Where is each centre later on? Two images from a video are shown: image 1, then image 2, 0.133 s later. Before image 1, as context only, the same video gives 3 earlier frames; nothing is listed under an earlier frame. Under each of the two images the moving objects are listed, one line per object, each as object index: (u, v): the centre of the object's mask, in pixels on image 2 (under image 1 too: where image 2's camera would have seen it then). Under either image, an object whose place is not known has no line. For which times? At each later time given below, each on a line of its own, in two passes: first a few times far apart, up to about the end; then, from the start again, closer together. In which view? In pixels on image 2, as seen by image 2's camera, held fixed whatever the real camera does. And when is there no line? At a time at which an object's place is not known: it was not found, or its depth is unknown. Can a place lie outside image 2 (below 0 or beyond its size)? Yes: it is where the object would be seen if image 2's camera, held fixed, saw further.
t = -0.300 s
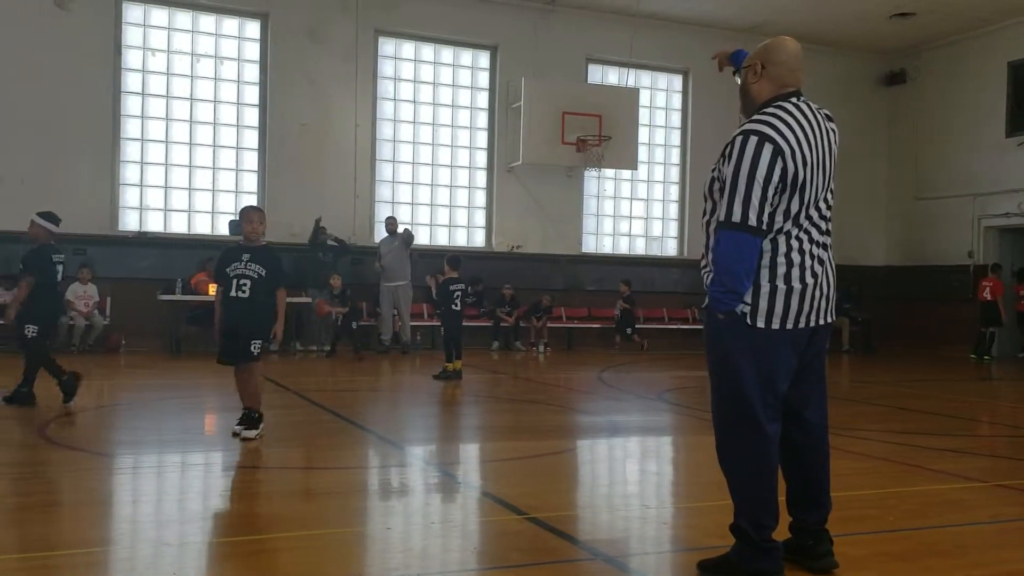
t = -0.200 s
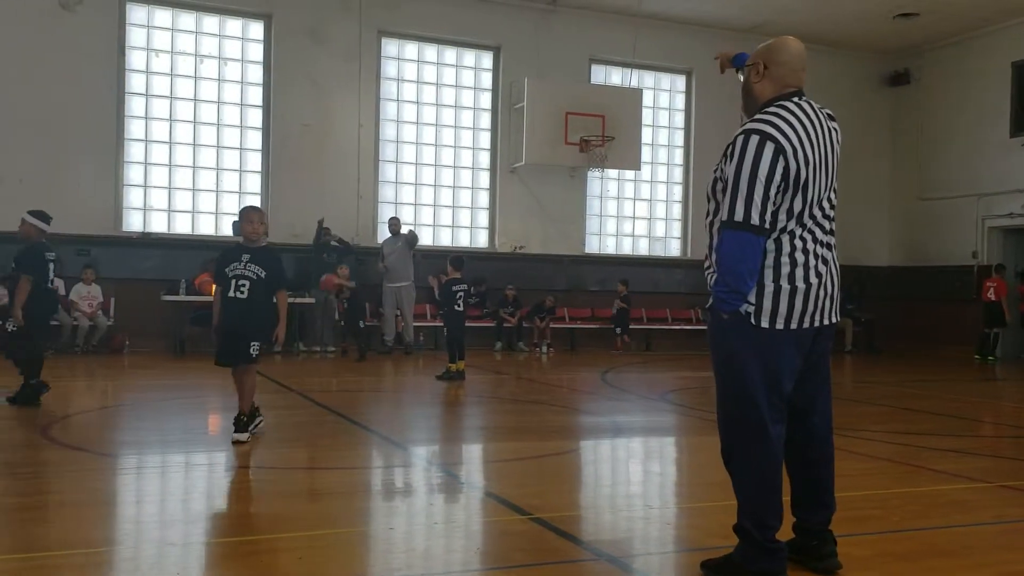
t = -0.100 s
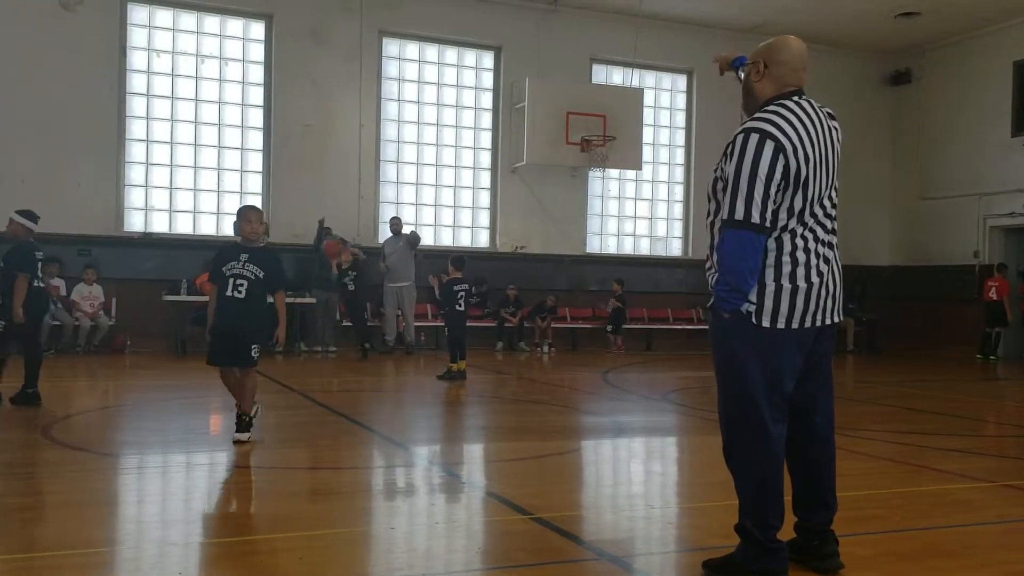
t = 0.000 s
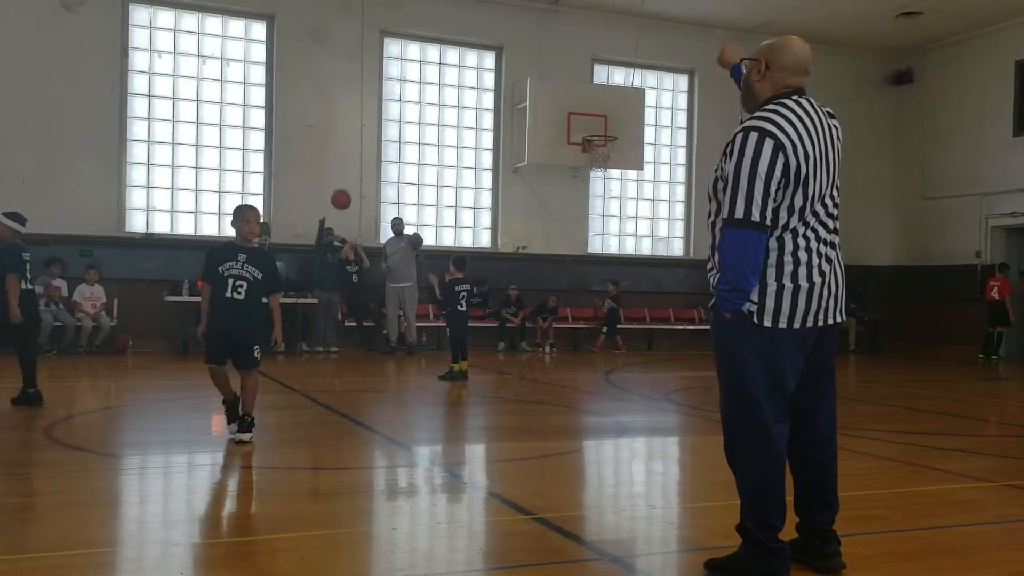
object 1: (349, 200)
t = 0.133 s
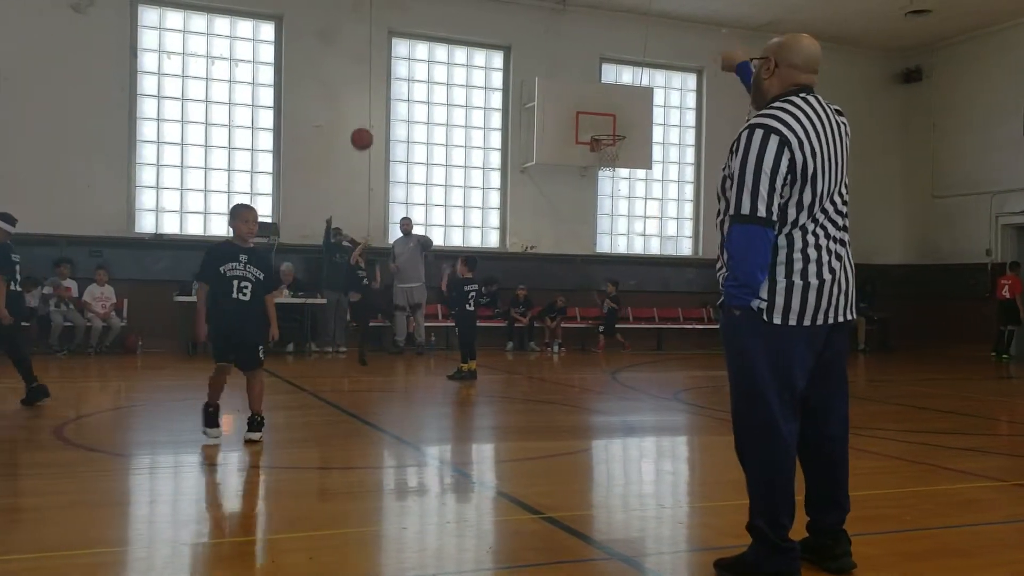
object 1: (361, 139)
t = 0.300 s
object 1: (380, 75)
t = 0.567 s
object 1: (420, 15)
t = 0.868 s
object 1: (485, 57)
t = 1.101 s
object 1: (568, 242)
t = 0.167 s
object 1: (365, 125)
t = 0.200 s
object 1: (369, 112)
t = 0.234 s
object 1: (372, 99)
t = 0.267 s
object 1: (376, 86)
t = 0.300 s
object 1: (380, 75)
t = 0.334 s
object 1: (384, 64)
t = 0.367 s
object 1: (389, 54)
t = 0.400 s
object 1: (393, 45)
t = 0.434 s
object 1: (398, 37)
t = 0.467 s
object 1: (403, 30)
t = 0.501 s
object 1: (408, 24)
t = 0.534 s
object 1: (414, 19)
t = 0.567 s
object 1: (420, 15)
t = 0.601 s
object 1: (426, 13)
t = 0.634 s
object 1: (432, 13)
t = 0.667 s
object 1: (439, 13)
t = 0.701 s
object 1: (446, 15)
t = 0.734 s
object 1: (453, 19)
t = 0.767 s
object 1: (461, 24)
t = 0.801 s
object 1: (468, 33)
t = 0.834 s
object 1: (476, 44)
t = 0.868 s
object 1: (485, 57)
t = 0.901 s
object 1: (495, 73)
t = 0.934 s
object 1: (506, 92)
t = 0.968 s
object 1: (517, 114)
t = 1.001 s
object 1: (528, 140)
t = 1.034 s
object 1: (540, 169)
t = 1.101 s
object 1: (568, 242)
